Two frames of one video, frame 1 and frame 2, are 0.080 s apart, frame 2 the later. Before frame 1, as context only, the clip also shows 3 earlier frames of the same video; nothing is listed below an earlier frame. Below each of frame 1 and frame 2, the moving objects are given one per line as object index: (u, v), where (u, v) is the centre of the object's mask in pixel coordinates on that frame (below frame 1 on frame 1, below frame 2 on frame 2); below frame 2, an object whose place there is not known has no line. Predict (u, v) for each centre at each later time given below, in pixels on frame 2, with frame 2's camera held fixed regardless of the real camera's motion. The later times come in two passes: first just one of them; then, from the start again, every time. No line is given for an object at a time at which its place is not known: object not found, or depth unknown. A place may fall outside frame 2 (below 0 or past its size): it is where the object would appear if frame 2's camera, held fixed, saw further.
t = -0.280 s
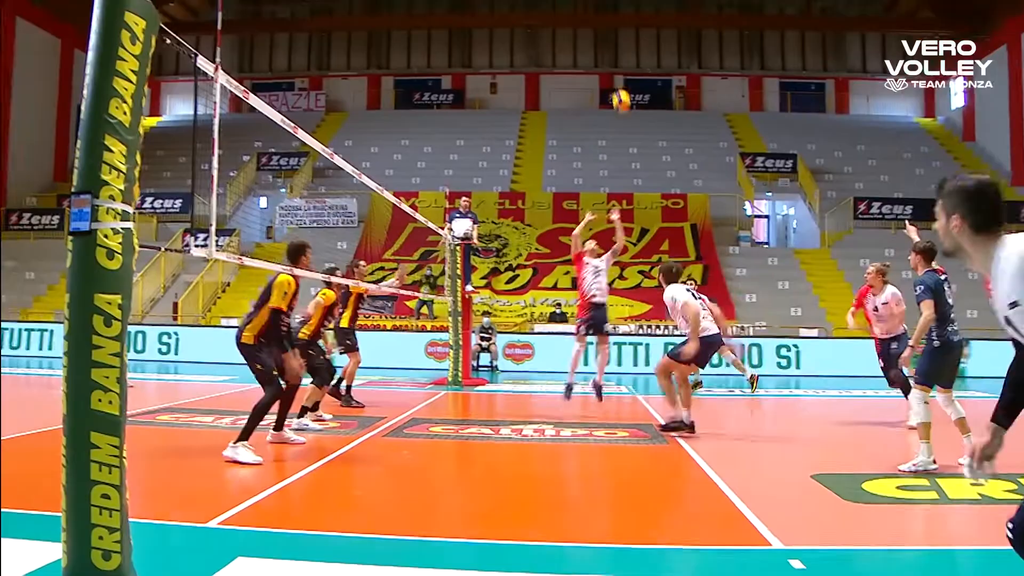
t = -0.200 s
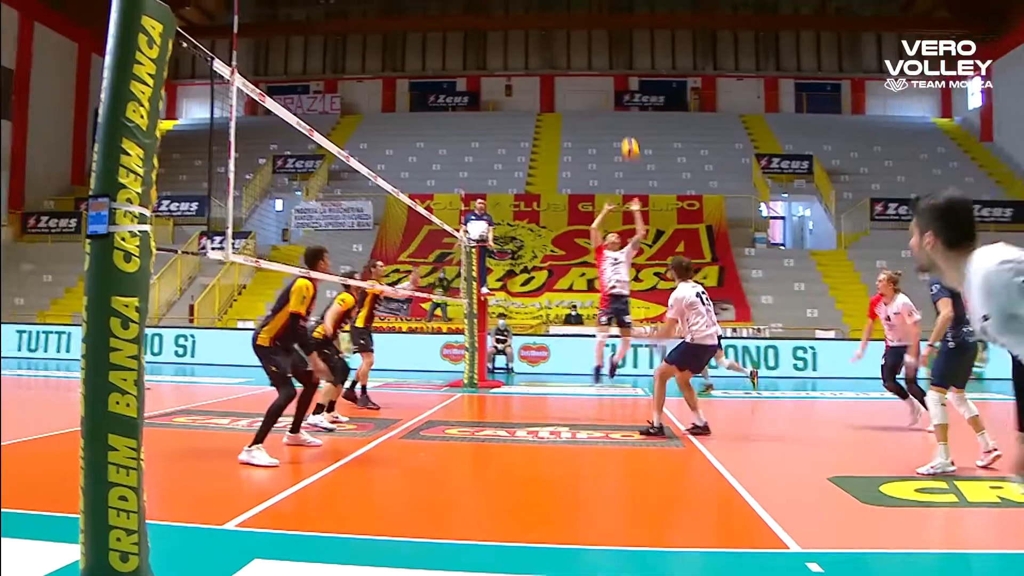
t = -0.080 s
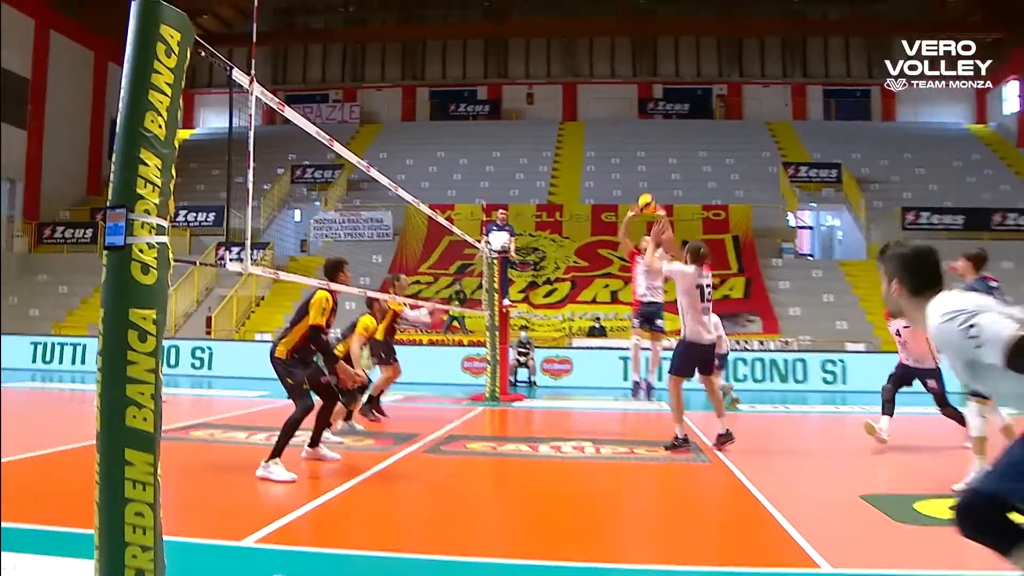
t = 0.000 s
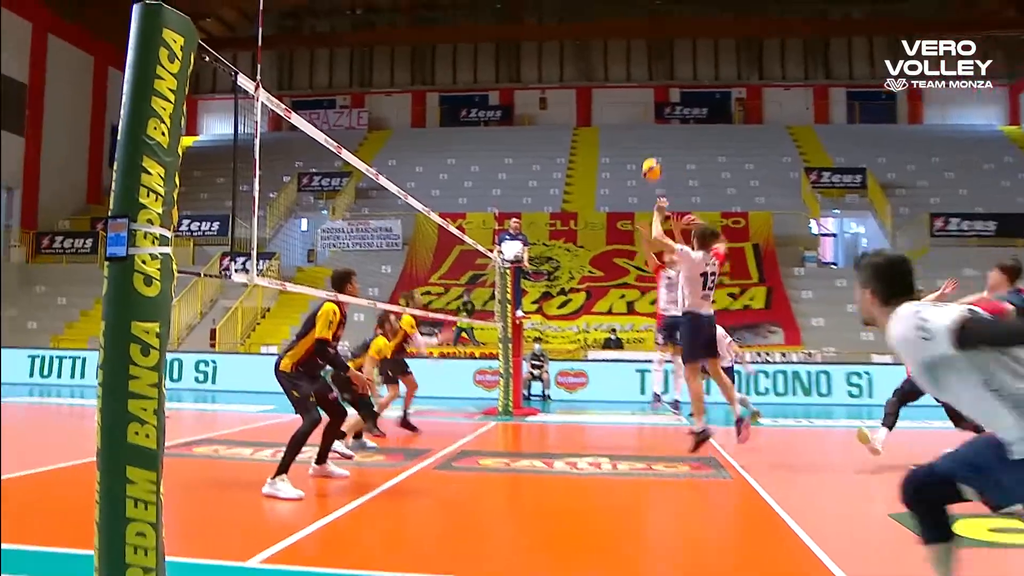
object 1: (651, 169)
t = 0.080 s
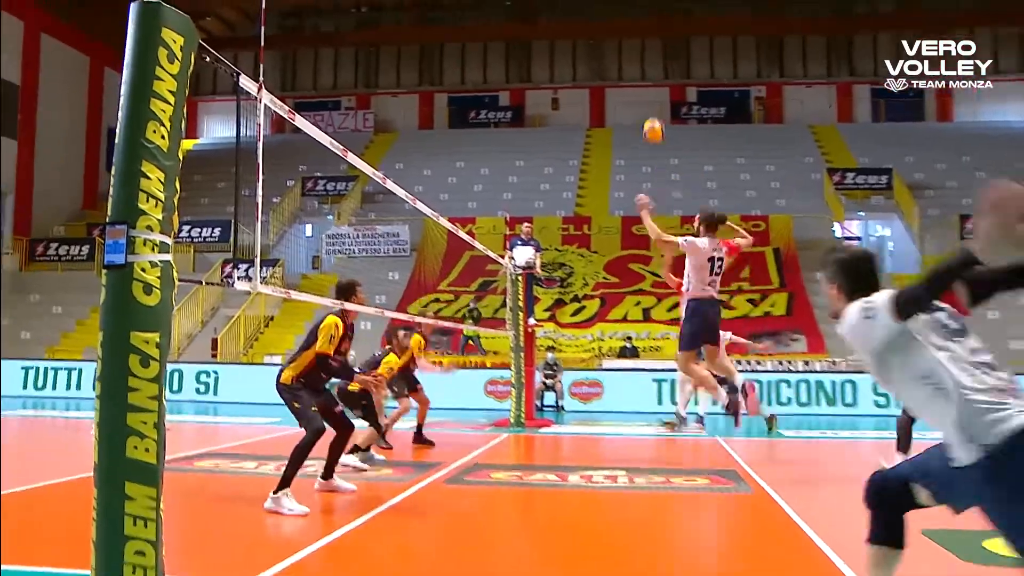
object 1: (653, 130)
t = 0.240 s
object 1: (629, 60)
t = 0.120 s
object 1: (648, 111)
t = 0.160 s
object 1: (643, 93)
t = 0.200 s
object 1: (635, 76)
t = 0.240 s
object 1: (629, 60)
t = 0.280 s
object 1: (623, 45)
